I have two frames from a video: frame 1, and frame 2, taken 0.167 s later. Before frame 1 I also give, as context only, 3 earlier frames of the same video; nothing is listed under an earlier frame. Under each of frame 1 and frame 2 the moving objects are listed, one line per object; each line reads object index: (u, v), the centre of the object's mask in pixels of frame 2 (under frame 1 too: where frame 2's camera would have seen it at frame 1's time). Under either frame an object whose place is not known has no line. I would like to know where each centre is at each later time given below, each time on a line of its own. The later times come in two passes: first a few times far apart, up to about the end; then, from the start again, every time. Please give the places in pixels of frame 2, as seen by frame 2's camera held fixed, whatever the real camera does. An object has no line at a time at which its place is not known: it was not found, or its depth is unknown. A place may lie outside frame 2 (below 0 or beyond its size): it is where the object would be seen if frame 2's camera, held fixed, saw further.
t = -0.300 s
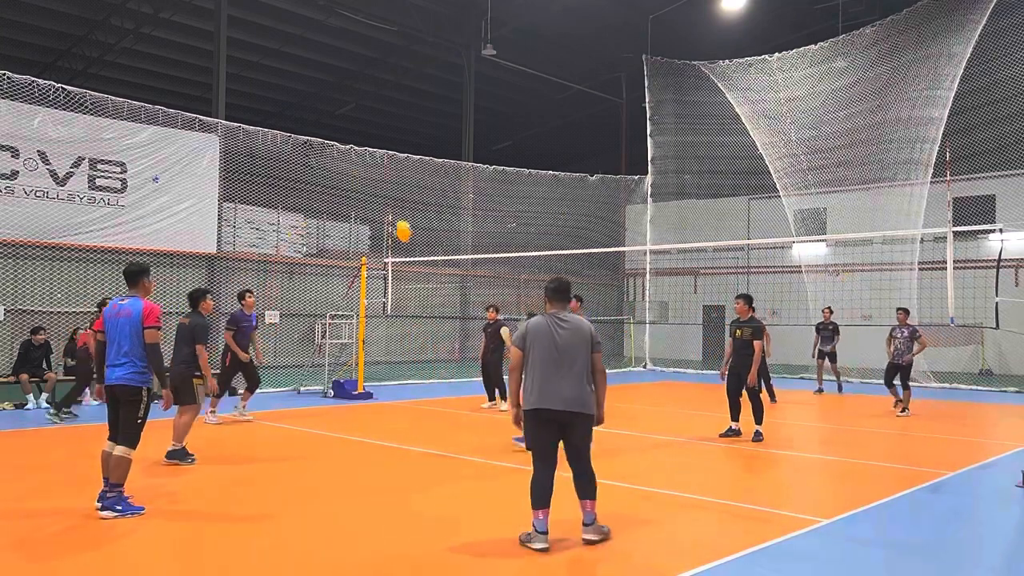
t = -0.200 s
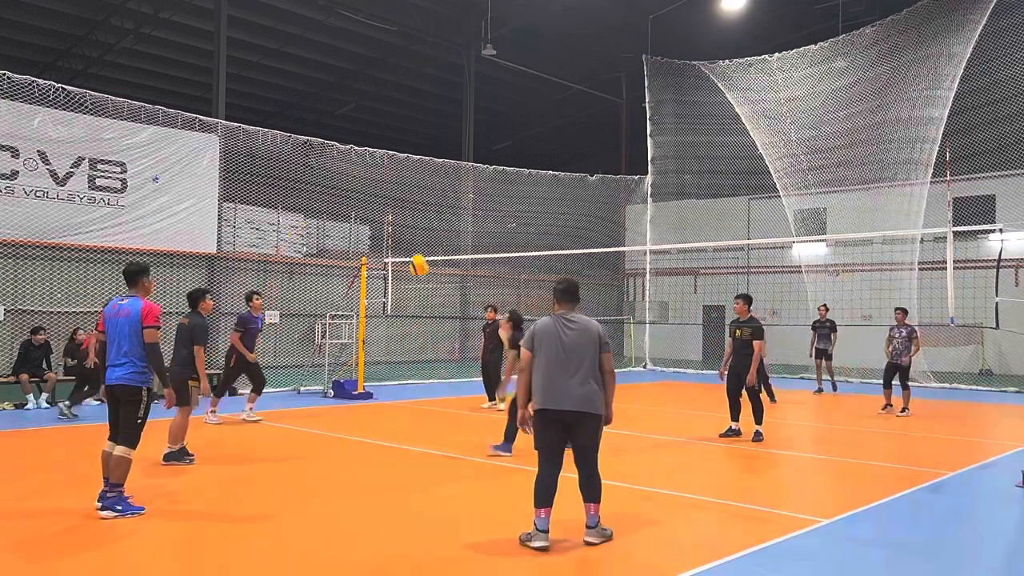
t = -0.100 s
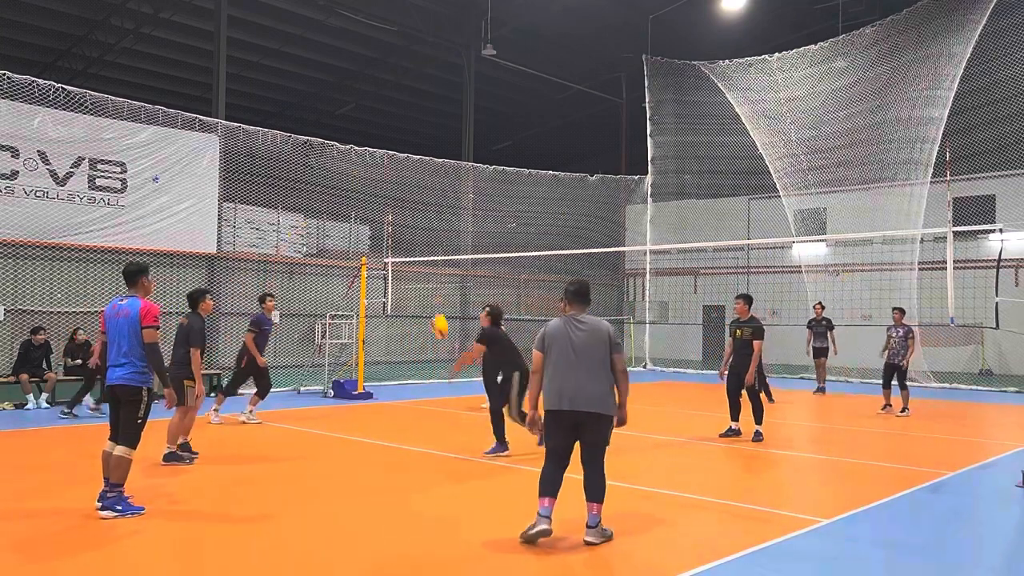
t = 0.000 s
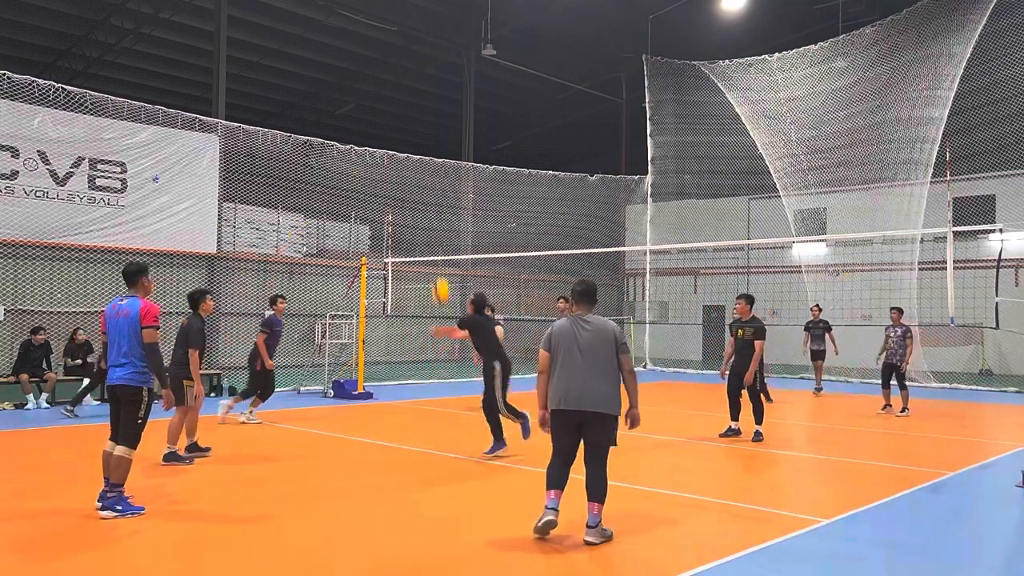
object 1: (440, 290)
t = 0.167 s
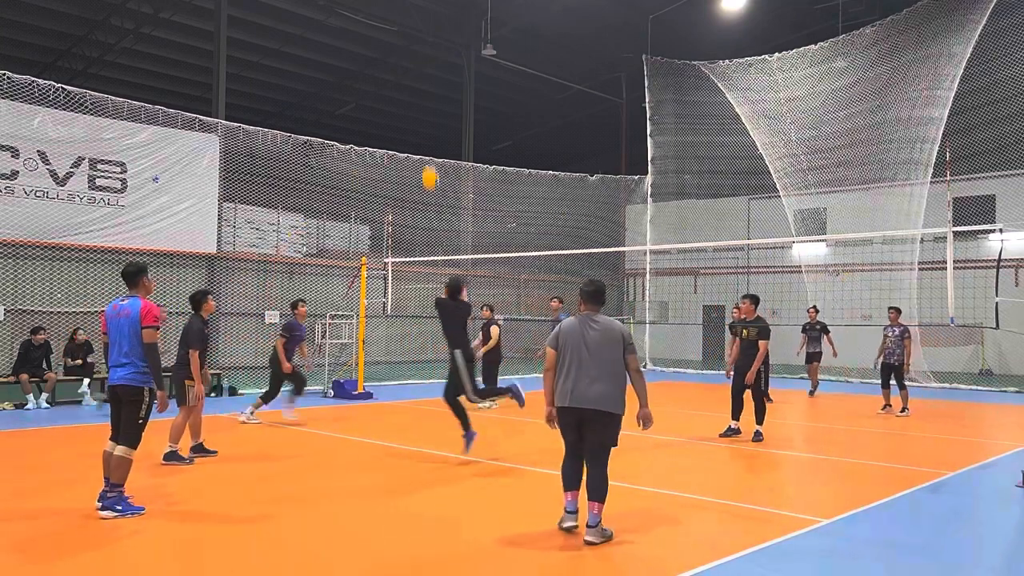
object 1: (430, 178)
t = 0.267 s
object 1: (423, 126)
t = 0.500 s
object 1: (410, 45)
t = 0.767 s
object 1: (396, 12)
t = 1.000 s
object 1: (385, 26)
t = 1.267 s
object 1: (372, 86)
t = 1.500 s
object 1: (361, 171)
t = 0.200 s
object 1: (427, 158)
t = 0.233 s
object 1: (425, 142)
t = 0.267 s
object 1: (423, 126)
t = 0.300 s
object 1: (421, 111)
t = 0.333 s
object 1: (419, 97)
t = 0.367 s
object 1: (418, 85)
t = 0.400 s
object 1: (416, 73)
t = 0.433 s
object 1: (414, 63)
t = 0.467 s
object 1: (412, 53)
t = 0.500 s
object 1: (410, 45)
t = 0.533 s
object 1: (408, 37)
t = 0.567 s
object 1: (406, 31)
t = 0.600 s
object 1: (405, 25)
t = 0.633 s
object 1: (403, 21)
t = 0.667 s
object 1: (401, 17)
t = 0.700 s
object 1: (400, 15)
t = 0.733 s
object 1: (398, 13)
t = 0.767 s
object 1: (396, 12)
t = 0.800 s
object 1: (394, 11)
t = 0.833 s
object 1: (393, 12)
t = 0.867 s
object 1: (391, 13)
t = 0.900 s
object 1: (390, 15)
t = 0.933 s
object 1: (388, 18)
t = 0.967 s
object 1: (386, 22)
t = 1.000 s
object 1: (385, 26)
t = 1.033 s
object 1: (383, 31)
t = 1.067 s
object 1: (382, 37)
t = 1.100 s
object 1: (380, 44)
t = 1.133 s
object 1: (379, 51)
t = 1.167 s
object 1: (377, 59)
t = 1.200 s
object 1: (375, 68)
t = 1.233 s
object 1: (374, 76)
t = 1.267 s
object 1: (372, 86)
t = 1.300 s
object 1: (370, 97)
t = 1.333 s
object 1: (369, 108)
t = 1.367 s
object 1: (367, 120)
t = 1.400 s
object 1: (366, 132)
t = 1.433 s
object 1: (364, 144)
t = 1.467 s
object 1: (363, 157)
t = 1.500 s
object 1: (361, 171)
